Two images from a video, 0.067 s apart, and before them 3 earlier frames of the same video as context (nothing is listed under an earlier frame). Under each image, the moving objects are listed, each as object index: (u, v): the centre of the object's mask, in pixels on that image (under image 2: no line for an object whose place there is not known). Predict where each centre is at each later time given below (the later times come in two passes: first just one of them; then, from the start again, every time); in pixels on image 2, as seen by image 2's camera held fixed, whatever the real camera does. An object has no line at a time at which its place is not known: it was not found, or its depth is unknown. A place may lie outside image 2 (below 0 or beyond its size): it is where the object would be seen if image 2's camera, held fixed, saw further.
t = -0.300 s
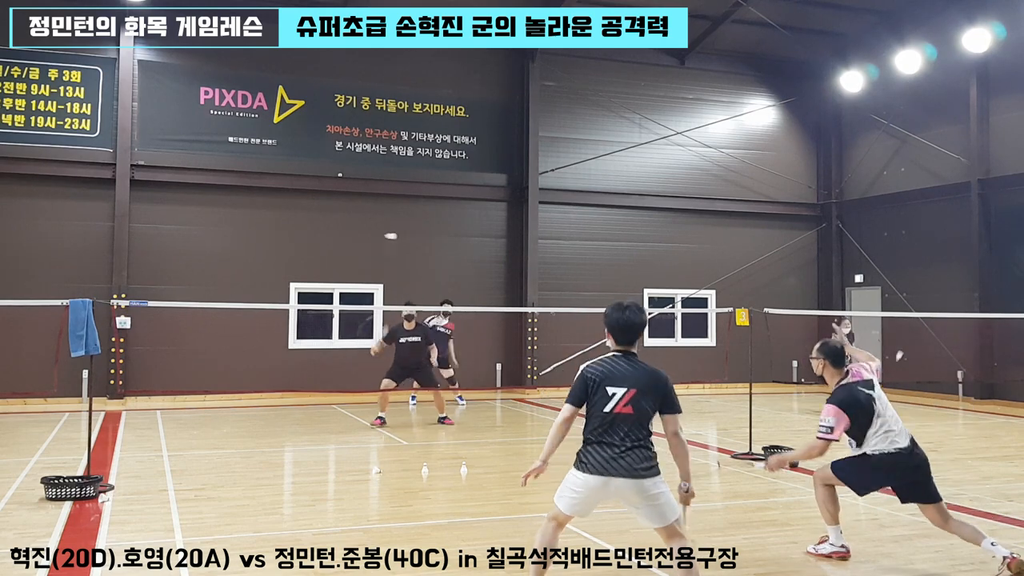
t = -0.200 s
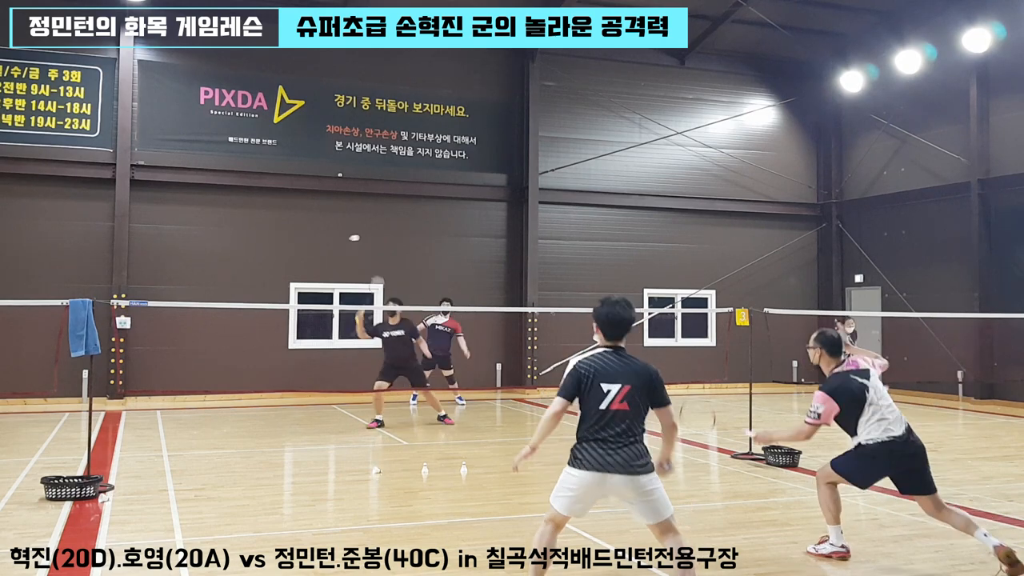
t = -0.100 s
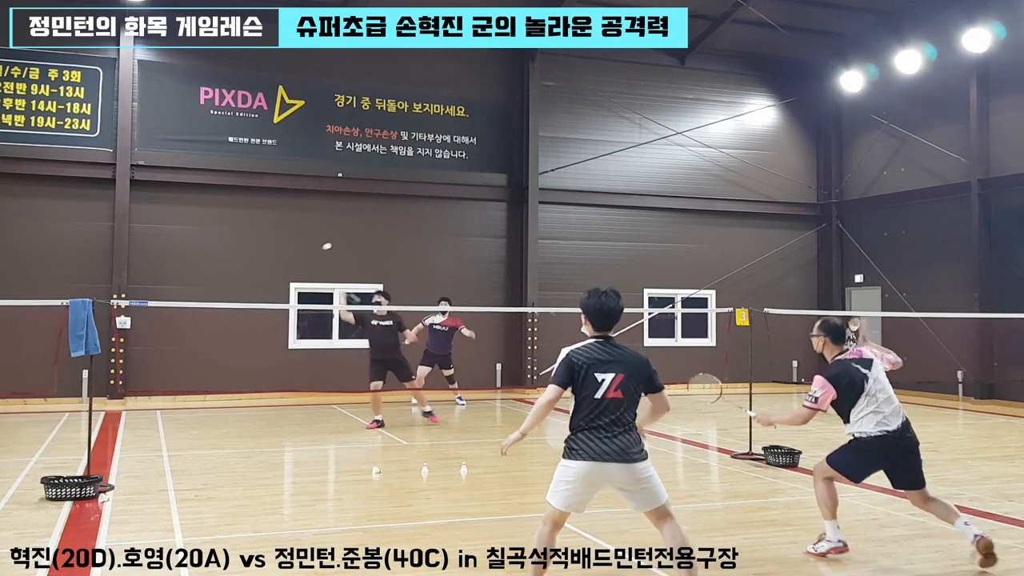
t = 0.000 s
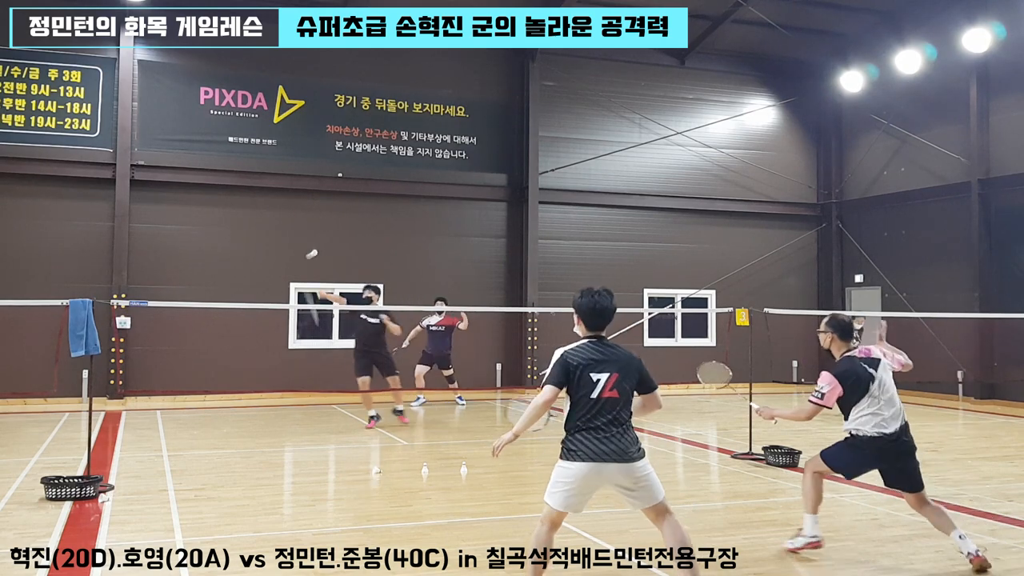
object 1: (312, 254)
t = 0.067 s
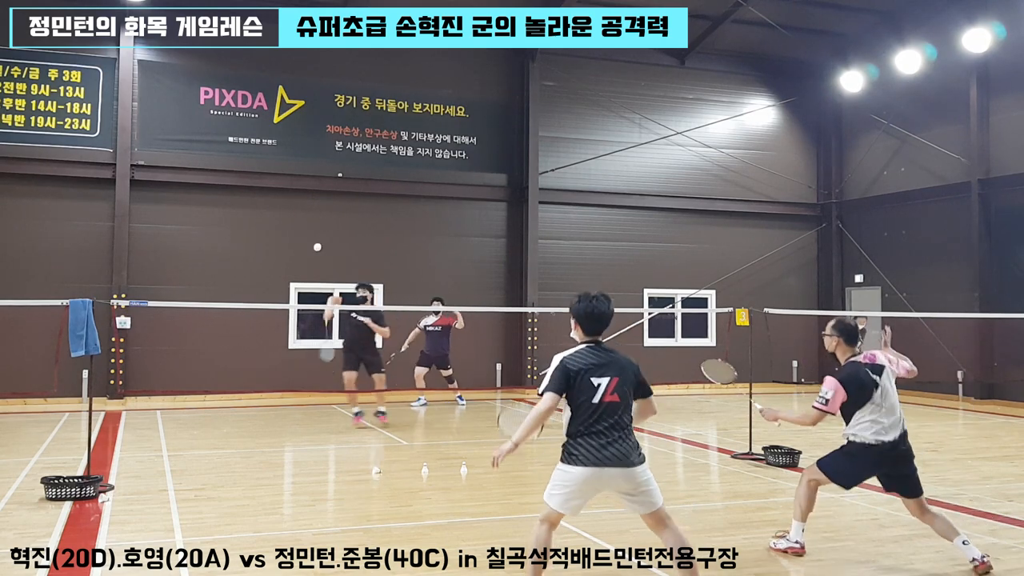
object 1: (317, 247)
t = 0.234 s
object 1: (328, 252)
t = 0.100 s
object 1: (319, 246)
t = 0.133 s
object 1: (322, 246)
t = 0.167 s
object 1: (324, 246)
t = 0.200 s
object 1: (327, 248)
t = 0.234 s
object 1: (328, 252)
